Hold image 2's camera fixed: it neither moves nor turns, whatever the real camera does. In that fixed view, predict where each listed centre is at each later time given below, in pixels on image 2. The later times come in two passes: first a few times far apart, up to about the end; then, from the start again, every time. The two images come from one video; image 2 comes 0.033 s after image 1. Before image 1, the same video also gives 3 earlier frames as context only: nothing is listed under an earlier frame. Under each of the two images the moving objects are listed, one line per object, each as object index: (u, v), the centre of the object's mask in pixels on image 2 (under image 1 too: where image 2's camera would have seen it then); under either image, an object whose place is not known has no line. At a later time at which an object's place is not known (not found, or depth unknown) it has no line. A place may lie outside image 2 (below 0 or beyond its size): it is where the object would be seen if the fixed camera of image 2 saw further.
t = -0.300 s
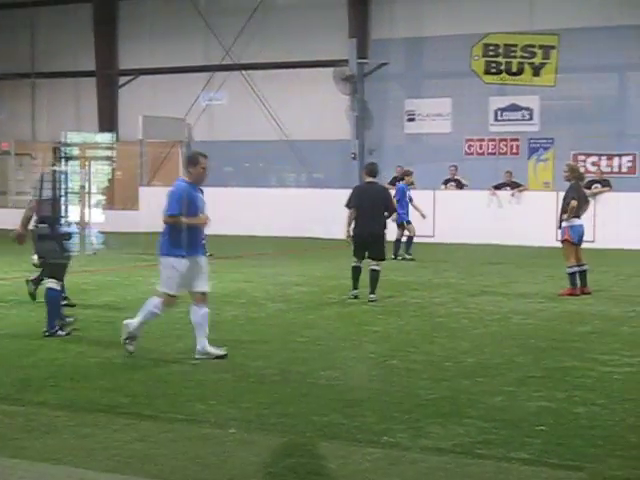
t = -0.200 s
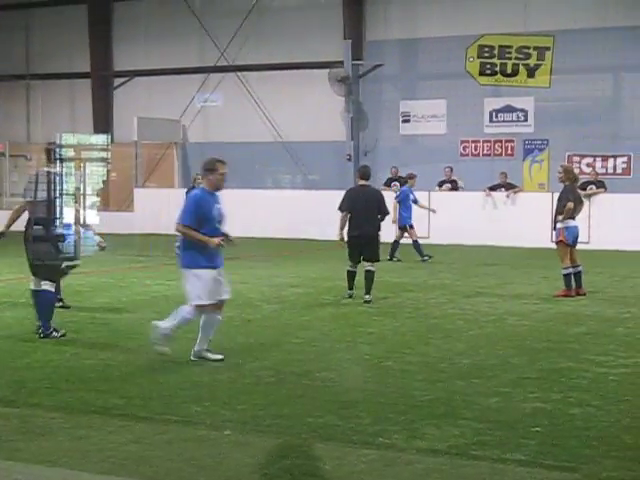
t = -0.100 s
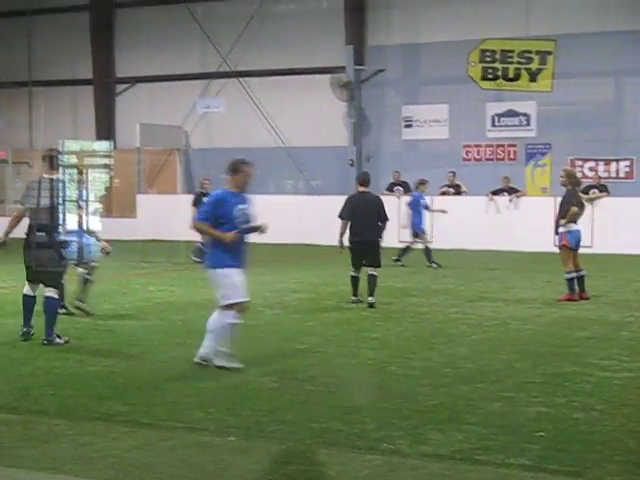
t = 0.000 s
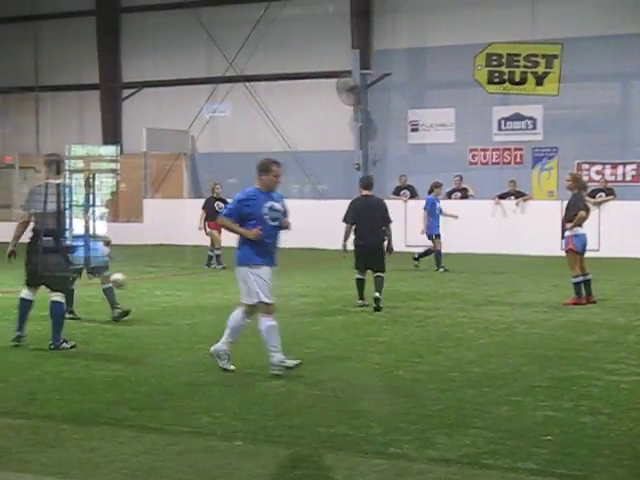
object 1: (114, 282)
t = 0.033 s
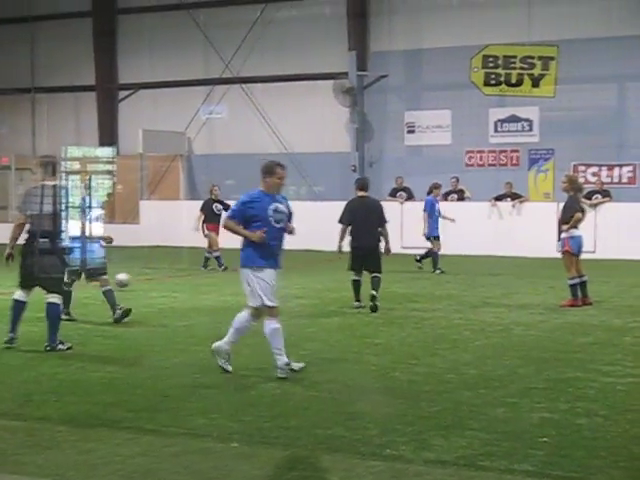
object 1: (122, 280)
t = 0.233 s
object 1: (173, 285)
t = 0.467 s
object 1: (233, 285)
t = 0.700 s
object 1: (297, 289)
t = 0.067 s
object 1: (131, 279)
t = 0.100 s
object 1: (139, 279)
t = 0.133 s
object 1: (148, 280)
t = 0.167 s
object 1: (156, 282)
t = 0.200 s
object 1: (165, 285)
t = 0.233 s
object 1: (173, 285)
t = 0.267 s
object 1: (182, 284)
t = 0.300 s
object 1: (190, 283)
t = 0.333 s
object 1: (199, 283)
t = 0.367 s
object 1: (207, 285)
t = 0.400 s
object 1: (217, 287)
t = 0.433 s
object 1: (225, 287)
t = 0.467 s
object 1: (233, 285)
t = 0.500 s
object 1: (242, 284)
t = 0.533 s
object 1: (251, 285)
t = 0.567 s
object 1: (260, 286)
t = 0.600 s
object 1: (269, 289)
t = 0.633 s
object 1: (278, 291)
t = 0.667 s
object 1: (287, 290)
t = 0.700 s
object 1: (297, 289)
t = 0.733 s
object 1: (306, 290)
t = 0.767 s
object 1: (314, 291)
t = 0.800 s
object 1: (323, 292)
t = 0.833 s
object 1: (333, 292)
